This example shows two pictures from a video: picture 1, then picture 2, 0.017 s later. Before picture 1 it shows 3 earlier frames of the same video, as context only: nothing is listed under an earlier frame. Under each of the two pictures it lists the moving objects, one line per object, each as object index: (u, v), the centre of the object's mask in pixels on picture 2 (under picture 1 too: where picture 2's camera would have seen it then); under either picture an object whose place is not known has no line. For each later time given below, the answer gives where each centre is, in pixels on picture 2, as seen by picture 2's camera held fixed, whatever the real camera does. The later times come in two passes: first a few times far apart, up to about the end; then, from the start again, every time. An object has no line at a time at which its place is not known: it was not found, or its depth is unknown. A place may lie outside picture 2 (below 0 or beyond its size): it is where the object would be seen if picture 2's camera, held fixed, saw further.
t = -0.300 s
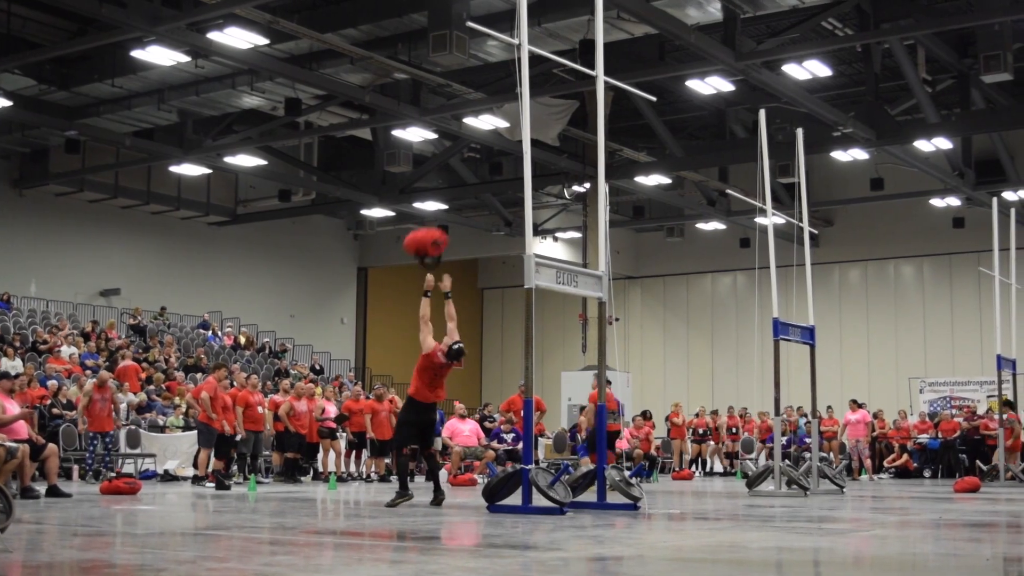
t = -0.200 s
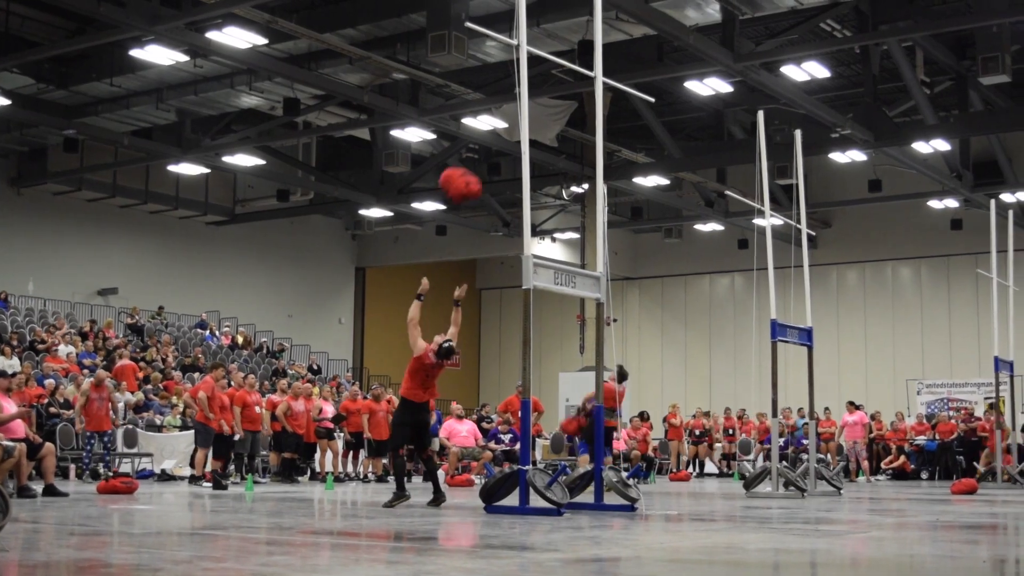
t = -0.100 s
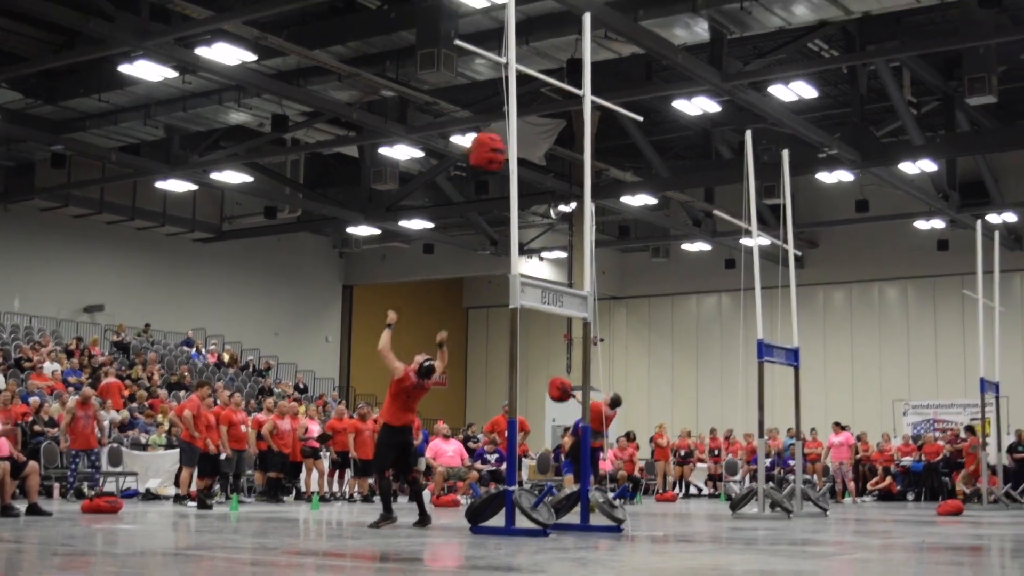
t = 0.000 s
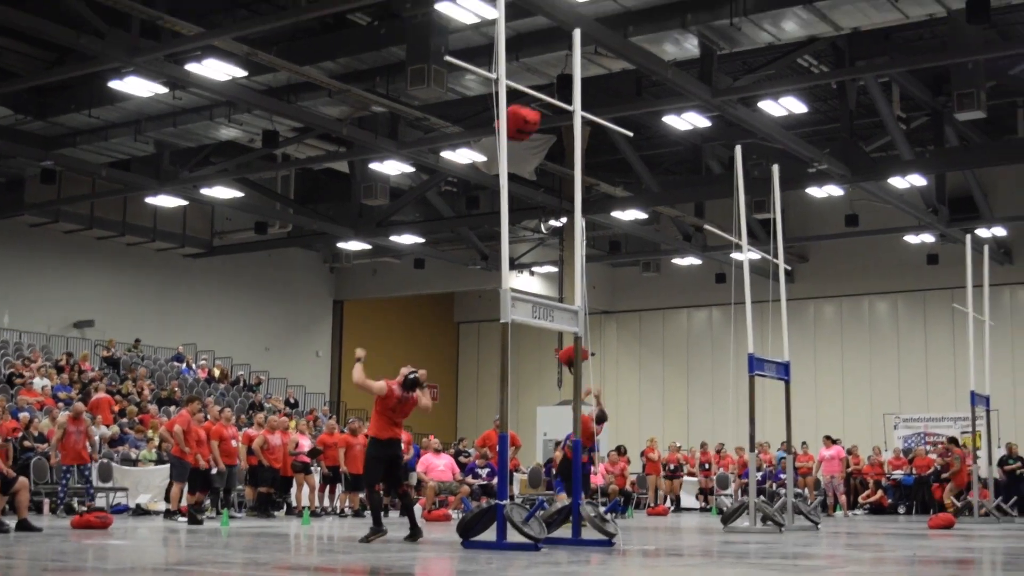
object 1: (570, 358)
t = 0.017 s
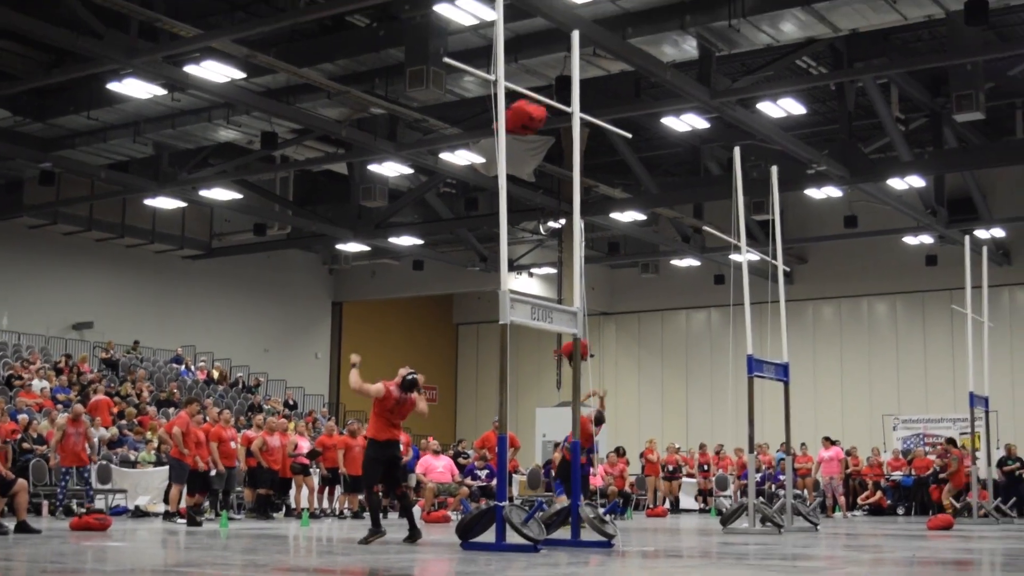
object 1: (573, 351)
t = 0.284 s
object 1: (643, 250)
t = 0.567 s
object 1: (721, 199)
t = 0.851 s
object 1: (787, 192)
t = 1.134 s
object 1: (838, 227)
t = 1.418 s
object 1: (885, 320)
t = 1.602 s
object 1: (921, 415)
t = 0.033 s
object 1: (581, 343)
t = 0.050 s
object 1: (589, 336)
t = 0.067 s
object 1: (591, 329)
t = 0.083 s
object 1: (594, 322)
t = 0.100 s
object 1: (596, 315)
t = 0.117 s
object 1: (599, 308)
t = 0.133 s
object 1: (603, 301)
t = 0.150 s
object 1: (607, 295)
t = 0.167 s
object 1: (612, 289)
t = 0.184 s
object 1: (616, 283)
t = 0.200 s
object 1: (620, 277)
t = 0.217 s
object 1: (624, 271)
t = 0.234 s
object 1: (629, 266)
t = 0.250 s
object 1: (633, 261)
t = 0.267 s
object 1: (638, 255)
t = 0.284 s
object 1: (643, 250)
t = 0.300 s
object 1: (647, 244)
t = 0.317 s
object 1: (652, 240)
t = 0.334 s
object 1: (656, 236)
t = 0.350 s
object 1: (661, 232)
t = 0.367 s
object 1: (666, 228)
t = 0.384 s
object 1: (671, 225)
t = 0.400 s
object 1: (675, 221)
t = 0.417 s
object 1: (680, 218)
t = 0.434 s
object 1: (684, 215)
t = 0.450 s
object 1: (689, 212)
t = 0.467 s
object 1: (694, 210)
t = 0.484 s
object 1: (699, 207)
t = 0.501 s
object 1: (703, 205)
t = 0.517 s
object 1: (707, 204)
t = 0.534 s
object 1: (712, 201)
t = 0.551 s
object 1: (717, 200)
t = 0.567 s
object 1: (721, 199)
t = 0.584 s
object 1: (724, 198)
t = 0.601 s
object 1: (727, 196)
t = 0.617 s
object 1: (730, 196)
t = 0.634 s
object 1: (734, 195)
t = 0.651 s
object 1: (738, 193)
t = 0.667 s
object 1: (742, 192)
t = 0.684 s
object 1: (746, 192)
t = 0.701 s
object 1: (750, 191)
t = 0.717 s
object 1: (754, 190)
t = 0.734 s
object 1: (758, 190)
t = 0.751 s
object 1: (761, 190)
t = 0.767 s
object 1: (765, 189)
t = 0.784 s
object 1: (769, 189)
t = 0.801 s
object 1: (776, 190)
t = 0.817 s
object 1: (779, 191)
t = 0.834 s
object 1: (783, 191)
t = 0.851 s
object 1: (787, 192)
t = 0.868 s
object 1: (789, 193)
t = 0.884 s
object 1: (794, 195)
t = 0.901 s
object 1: (797, 196)
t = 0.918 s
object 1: (800, 197)
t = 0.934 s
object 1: (804, 199)
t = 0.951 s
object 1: (806, 200)
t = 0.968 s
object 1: (812, 203)
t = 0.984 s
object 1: (815, 205)
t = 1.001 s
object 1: (821, 209)
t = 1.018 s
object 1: (823, 210)
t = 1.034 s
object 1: (824, 212)
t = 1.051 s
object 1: (825, 213)
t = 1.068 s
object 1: (828, 215)
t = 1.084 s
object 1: (830, 218)
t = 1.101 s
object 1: (833, 221)
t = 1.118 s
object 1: (836, 224)
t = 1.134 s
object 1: (838, 227)
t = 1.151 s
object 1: (841, 231)
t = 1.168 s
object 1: (844, 235)
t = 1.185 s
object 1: (846, 239)
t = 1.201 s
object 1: (849, 243)
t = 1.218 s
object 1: (852, 247)
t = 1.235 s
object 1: (854, 252)
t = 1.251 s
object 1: (857, 257)
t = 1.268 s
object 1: (860, 263)
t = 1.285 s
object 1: (862, 268)
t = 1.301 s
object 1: (865, 274)
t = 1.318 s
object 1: (868, 280)
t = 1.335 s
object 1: (870, 285)
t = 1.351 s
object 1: (873, 292)
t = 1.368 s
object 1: (876, 298)
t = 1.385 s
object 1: (879, 305)
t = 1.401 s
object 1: (881, 312)
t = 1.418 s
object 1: (885, 320)
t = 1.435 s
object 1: (888, 327)
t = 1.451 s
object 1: (891, 334)
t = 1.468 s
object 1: (894, 342)
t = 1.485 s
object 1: (898, 350)
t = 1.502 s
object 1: (901, 358)
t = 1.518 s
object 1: (904, 367)
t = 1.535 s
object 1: (908, 376)
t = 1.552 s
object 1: (911, 386)
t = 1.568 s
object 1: (913, 395)
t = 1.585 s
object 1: (916, 405)
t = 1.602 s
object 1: (921, 415)
